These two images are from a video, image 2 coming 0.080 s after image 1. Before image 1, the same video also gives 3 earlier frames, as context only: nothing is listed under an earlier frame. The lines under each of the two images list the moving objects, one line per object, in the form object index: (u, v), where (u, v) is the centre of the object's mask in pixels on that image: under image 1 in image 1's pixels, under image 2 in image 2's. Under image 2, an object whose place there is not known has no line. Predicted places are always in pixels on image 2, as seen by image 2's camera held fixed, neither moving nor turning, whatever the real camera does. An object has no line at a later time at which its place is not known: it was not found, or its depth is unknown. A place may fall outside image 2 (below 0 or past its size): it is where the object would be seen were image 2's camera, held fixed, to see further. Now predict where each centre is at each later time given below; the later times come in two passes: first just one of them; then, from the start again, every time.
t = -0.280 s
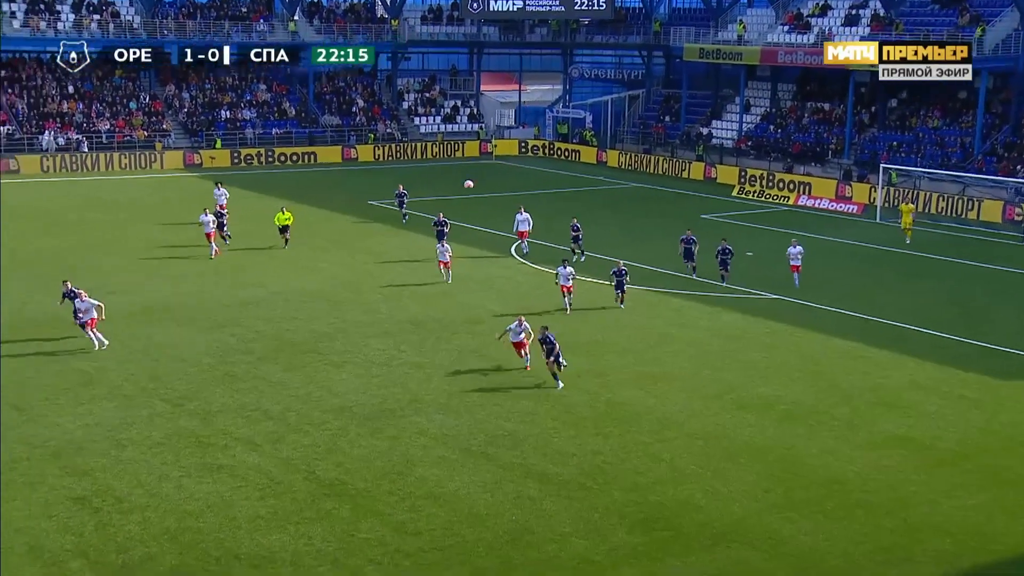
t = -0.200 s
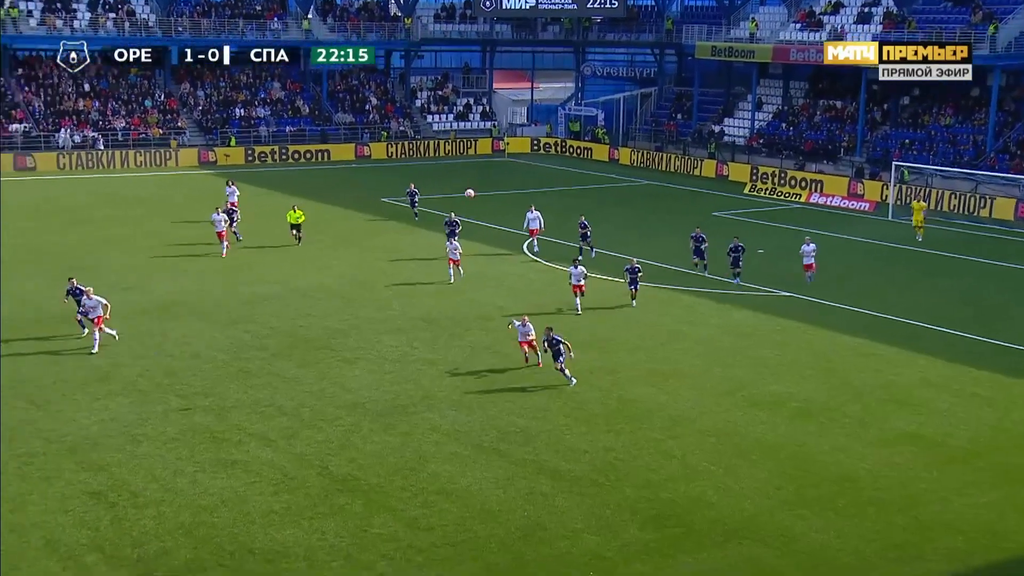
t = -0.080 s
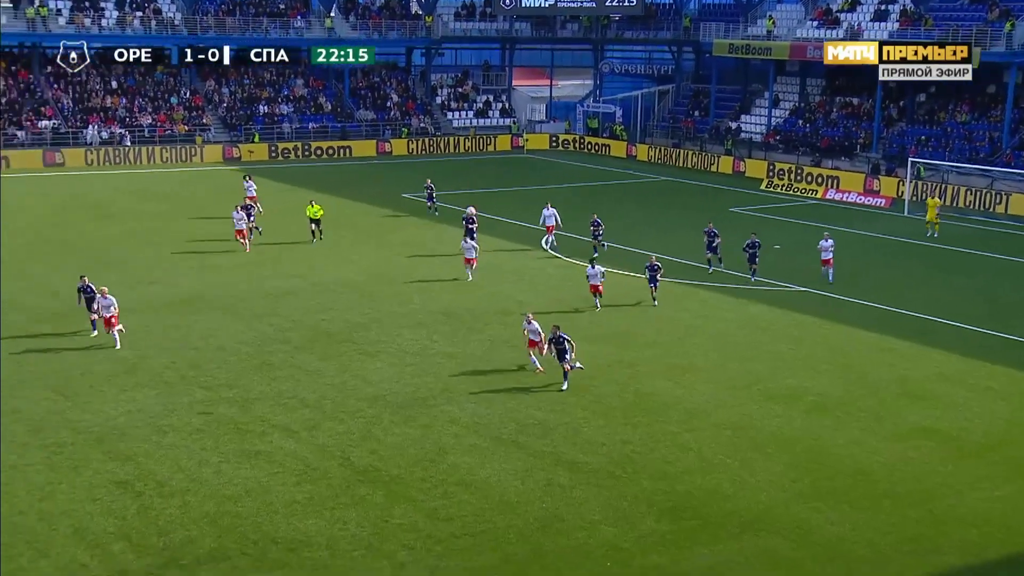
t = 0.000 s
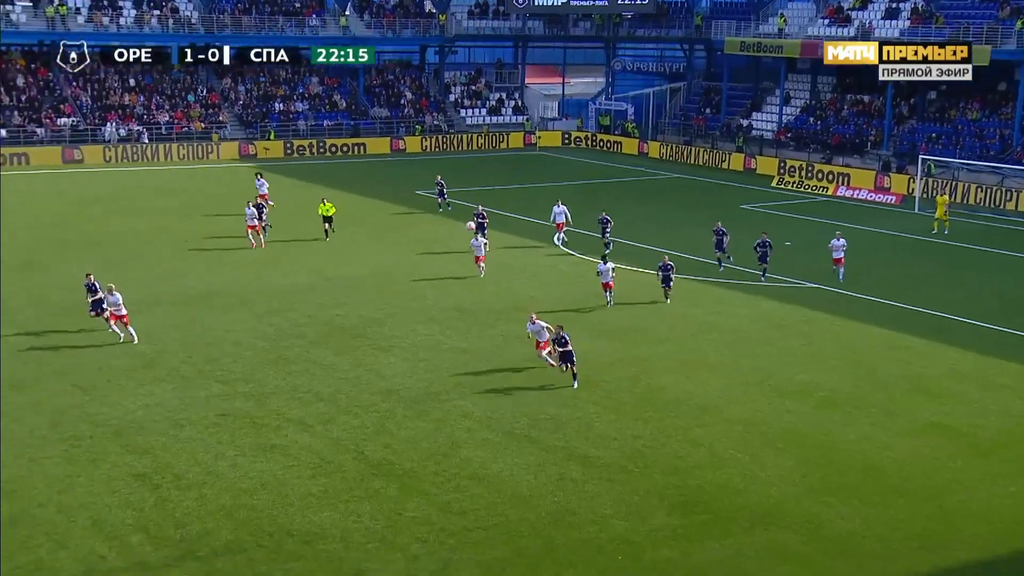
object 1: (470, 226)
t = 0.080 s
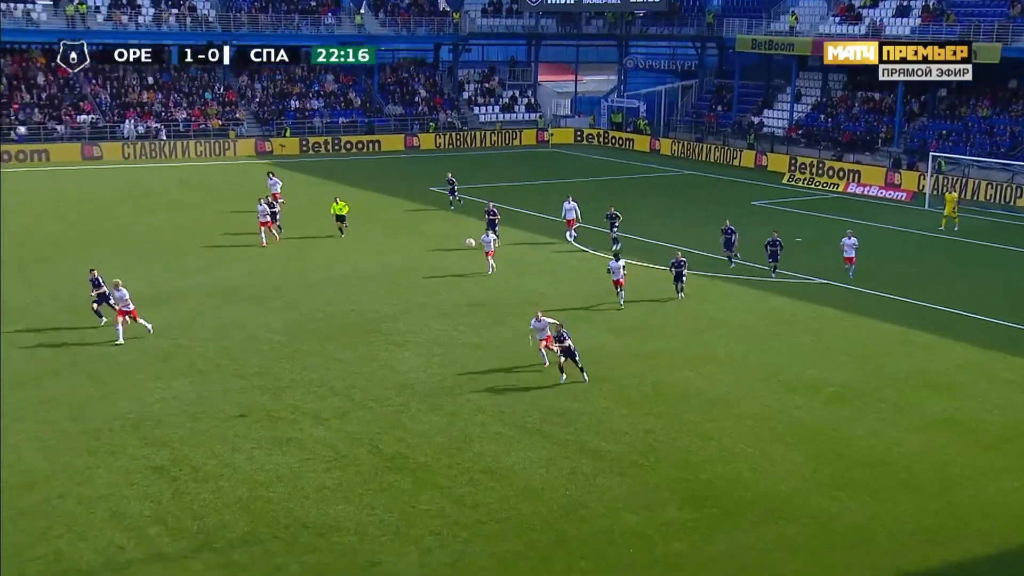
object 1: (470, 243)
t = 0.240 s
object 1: (442, 293)
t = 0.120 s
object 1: (463, 254)
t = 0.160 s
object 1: (457, 266)
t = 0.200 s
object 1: (450, 279)
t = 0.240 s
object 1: (442, 293)
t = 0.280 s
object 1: (436, 307)
